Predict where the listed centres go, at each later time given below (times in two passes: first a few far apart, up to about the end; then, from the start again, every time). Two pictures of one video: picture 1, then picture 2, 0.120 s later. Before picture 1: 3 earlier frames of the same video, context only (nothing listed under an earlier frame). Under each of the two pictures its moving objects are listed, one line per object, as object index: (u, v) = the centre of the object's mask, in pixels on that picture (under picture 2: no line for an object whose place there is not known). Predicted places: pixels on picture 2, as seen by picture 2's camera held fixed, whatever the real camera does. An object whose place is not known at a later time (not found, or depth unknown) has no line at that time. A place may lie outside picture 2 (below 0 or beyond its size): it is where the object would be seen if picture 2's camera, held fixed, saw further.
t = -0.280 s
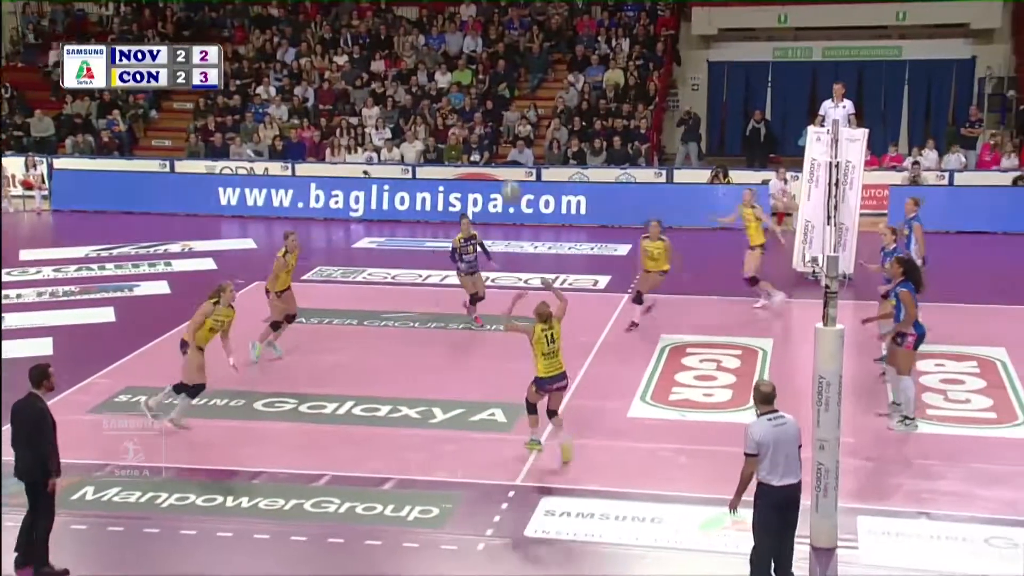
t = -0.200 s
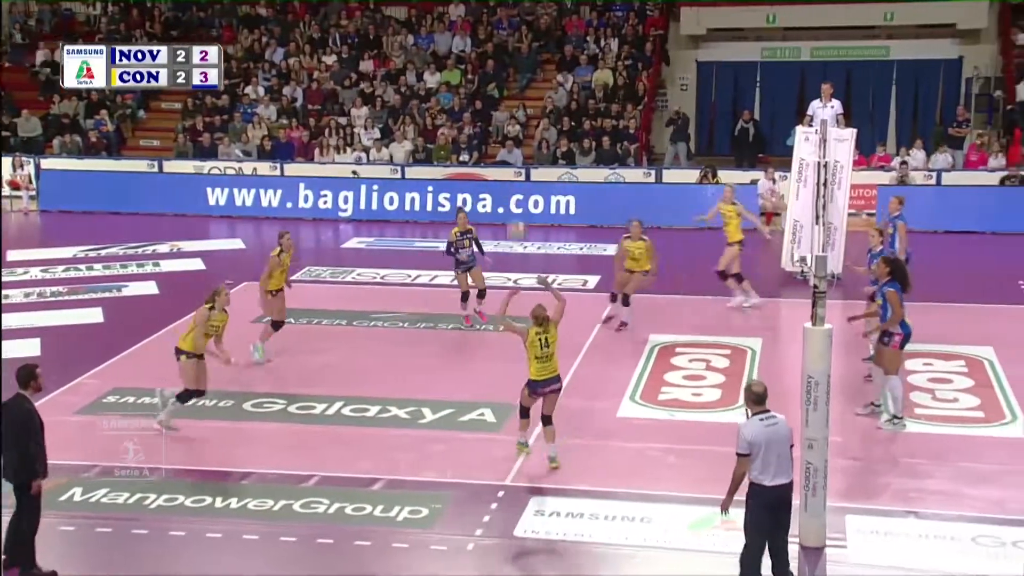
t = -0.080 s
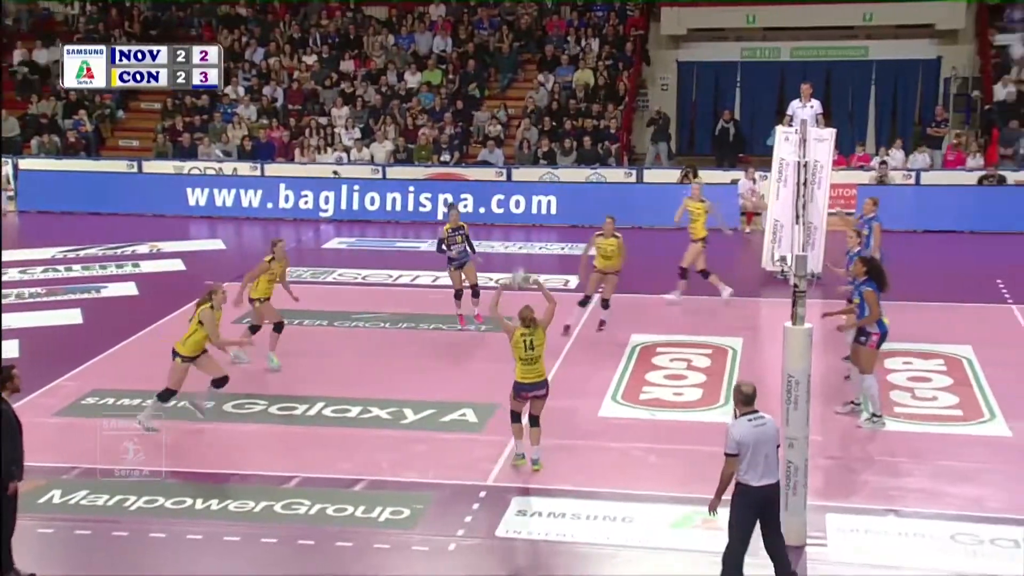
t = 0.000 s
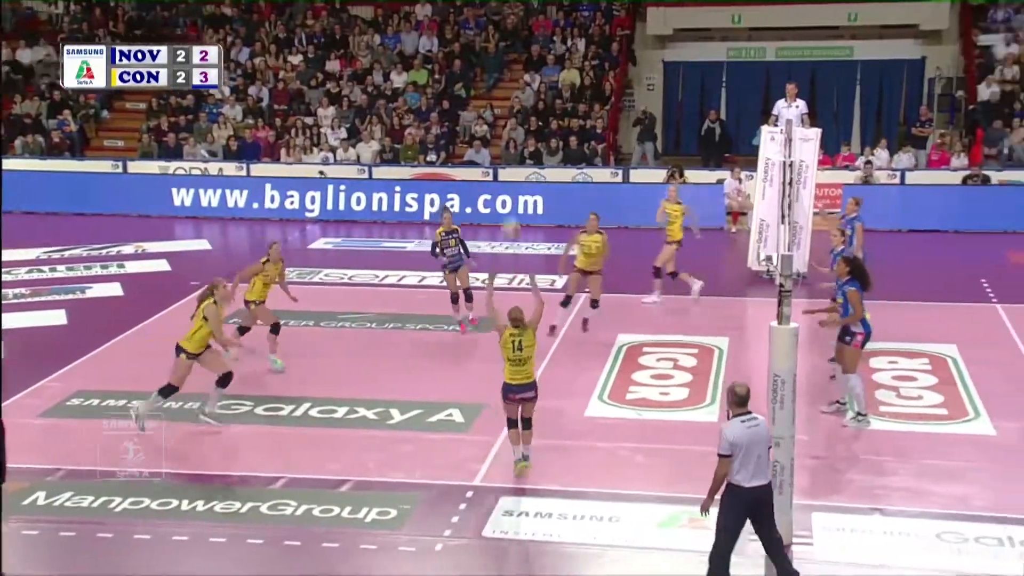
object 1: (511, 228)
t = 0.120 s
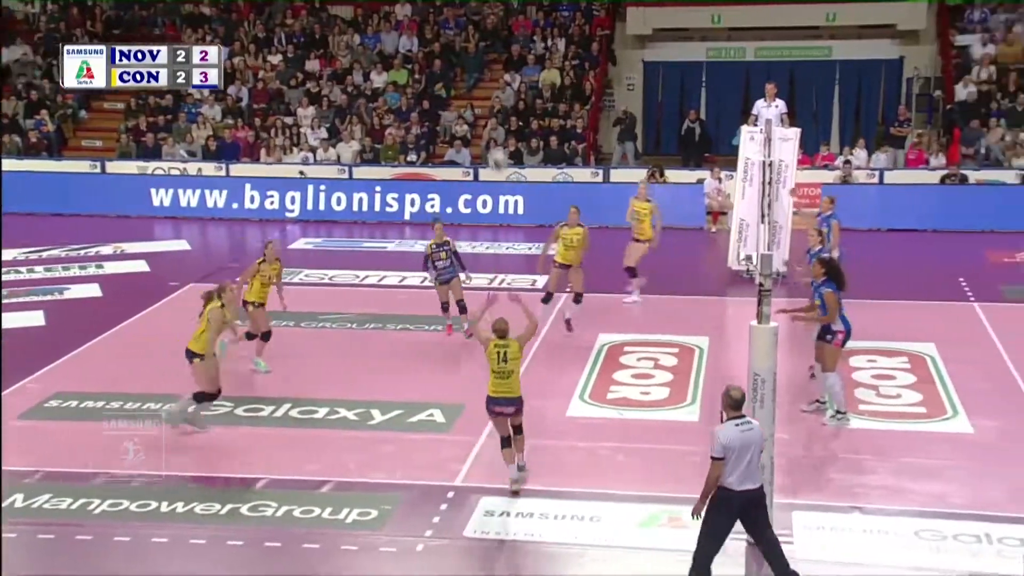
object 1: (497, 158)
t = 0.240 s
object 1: (503, 106)
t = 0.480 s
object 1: (515, 42)
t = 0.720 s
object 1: (527, 36)
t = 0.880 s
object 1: (534, 61)
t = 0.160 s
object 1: (499, 140)
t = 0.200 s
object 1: (501, 124)
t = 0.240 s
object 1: (503, 106)
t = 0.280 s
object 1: (508, 83)
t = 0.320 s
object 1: (507, 77)
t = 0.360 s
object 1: (509, 66)
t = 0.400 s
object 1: (511, 57)
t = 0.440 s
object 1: (513, 49)
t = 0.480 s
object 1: (515, 42)
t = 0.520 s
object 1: (517, 37)
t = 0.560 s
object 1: (519, 34)
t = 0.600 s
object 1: (521, 32)
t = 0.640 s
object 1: (523, 32)
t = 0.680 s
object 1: (525, 33)
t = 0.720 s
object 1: (527, 36)
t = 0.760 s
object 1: (528, 39)
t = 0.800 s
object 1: (531, 46)
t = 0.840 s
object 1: (533, 53)
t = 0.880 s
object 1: (534, 61)
